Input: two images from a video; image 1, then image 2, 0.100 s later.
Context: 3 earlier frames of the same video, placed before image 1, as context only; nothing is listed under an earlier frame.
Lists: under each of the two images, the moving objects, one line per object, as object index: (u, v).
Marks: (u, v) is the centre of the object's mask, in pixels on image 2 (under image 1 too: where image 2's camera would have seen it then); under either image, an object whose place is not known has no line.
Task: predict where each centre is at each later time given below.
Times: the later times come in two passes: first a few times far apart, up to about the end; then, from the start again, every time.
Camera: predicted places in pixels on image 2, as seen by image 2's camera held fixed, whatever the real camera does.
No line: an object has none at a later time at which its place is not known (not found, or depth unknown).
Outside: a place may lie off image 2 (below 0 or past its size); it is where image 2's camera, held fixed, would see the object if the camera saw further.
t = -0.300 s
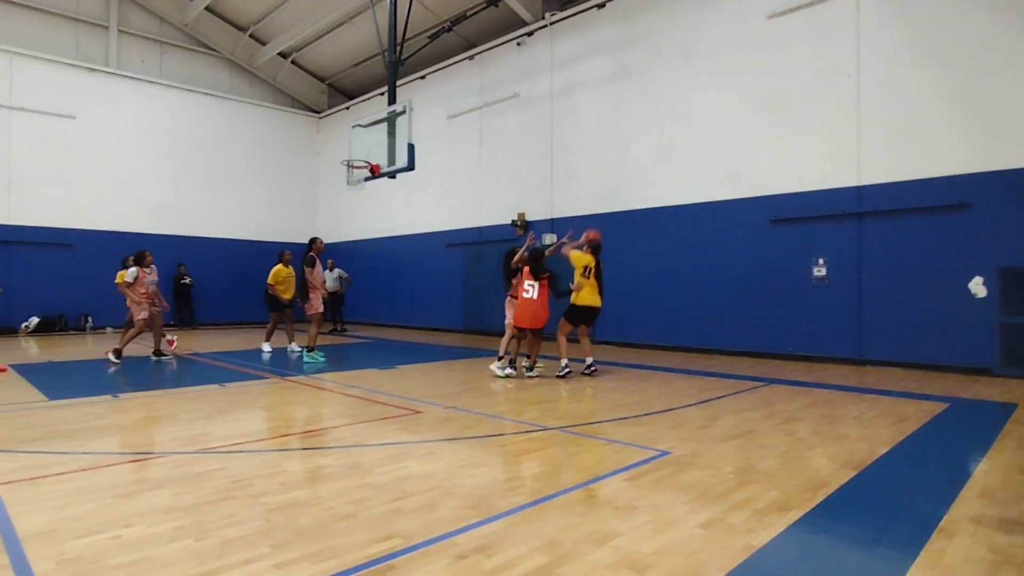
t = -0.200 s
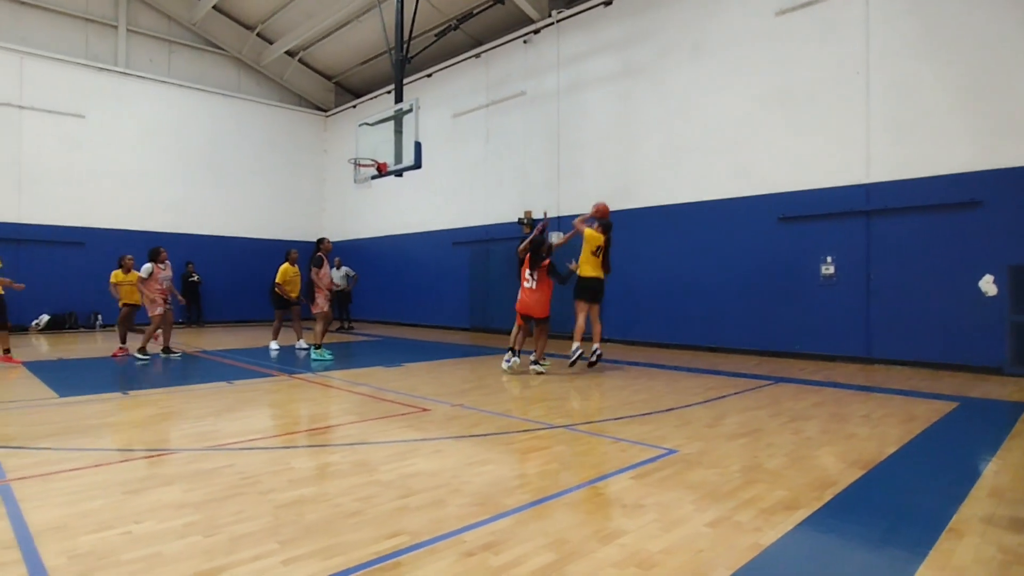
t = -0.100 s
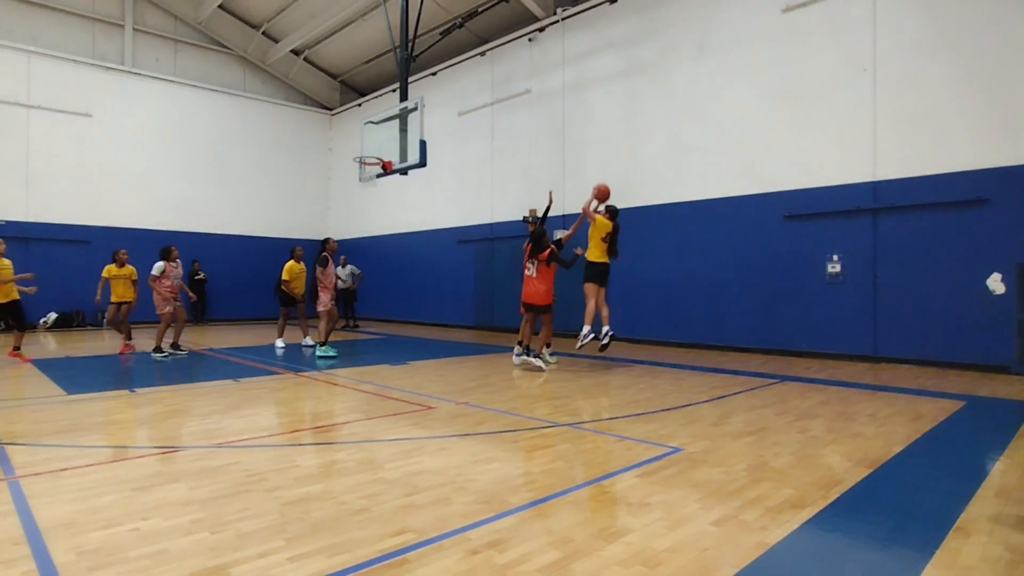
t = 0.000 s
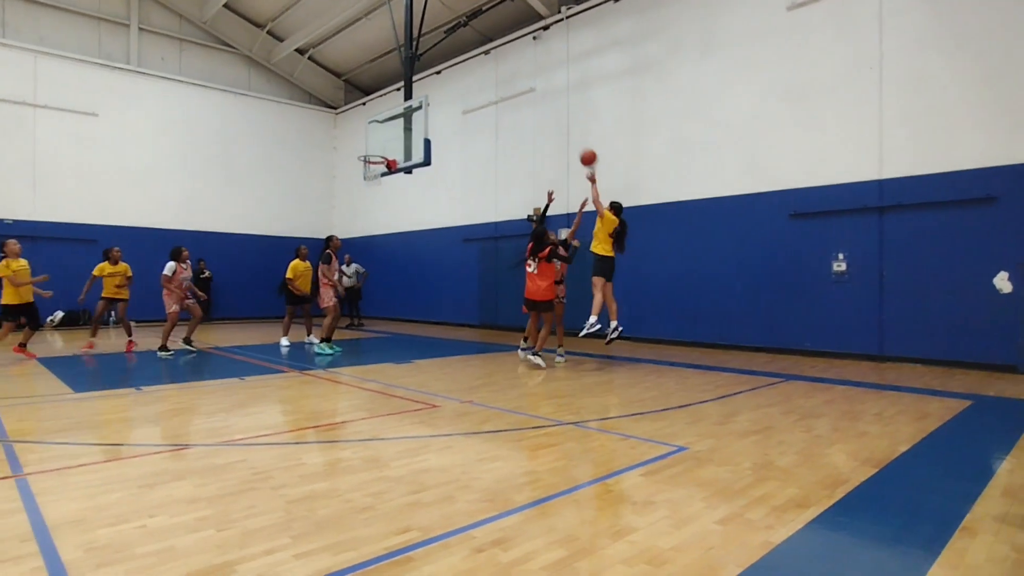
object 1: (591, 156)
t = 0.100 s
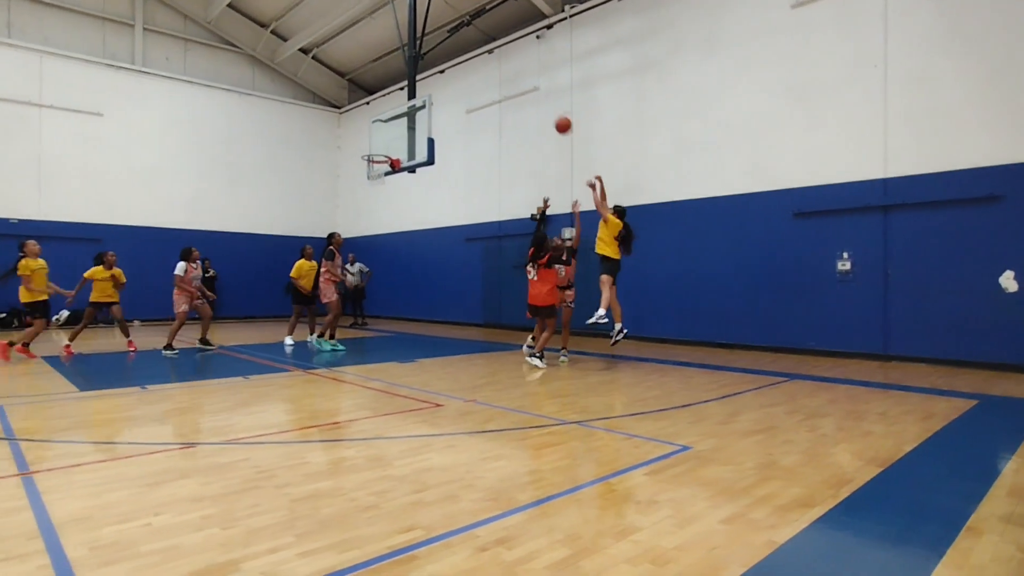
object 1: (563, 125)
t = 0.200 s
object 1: (536, 103)
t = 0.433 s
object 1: (480, 81)
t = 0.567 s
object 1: (452, 86)
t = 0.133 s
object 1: (553, 116)
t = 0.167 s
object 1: (545, 109)
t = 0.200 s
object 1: (536, 103)
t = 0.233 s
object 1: (527, 97)
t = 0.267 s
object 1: (519, 92)
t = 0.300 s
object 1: (511, 89)
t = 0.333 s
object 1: (503, 86)
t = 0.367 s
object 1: (495, 83)
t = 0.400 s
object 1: (488, 82)
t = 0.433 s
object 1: (480, 81)
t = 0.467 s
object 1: (473, 81)
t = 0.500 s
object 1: (466, 82)
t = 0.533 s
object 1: (459, 83)
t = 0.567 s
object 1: (452, 86)
